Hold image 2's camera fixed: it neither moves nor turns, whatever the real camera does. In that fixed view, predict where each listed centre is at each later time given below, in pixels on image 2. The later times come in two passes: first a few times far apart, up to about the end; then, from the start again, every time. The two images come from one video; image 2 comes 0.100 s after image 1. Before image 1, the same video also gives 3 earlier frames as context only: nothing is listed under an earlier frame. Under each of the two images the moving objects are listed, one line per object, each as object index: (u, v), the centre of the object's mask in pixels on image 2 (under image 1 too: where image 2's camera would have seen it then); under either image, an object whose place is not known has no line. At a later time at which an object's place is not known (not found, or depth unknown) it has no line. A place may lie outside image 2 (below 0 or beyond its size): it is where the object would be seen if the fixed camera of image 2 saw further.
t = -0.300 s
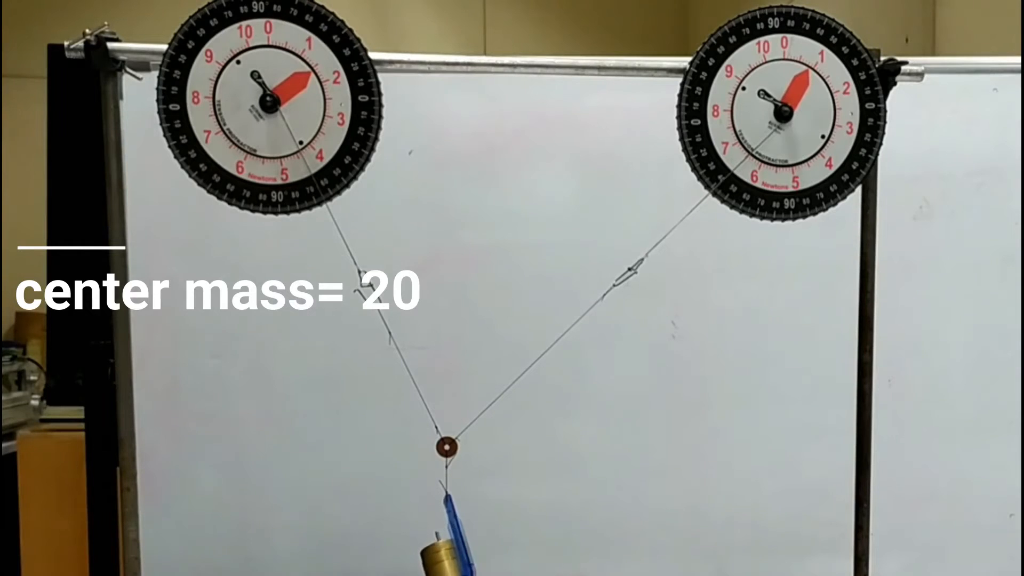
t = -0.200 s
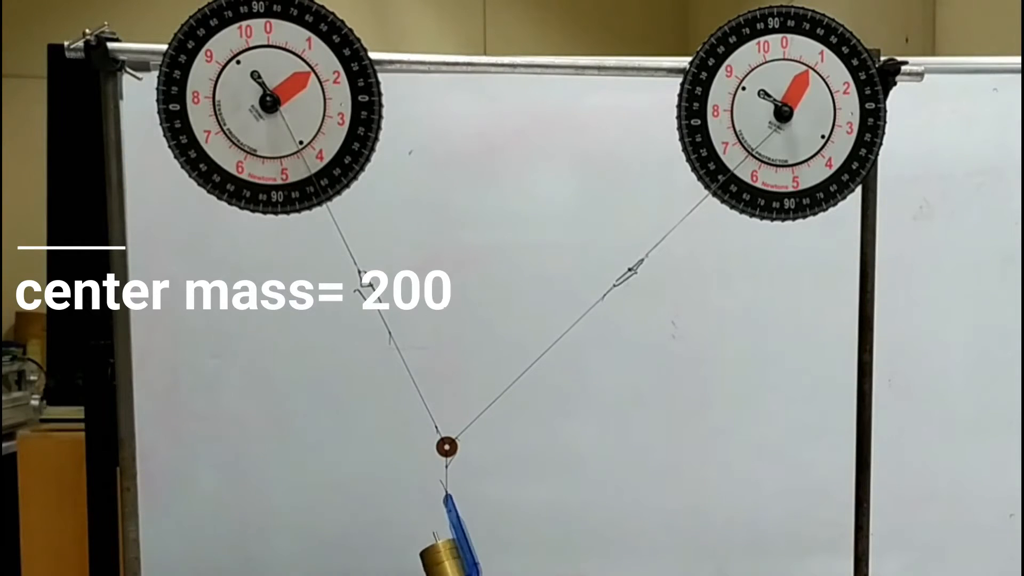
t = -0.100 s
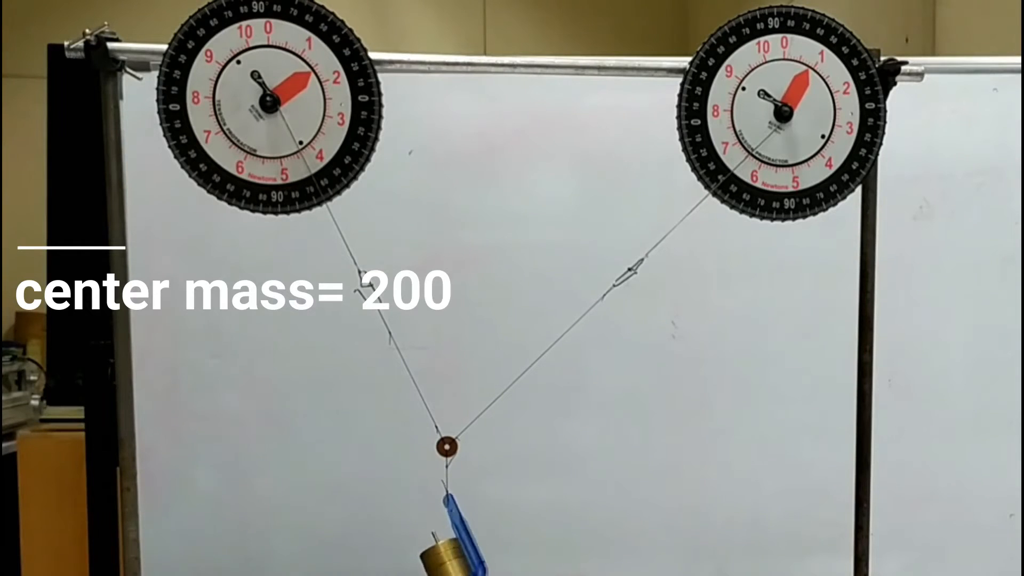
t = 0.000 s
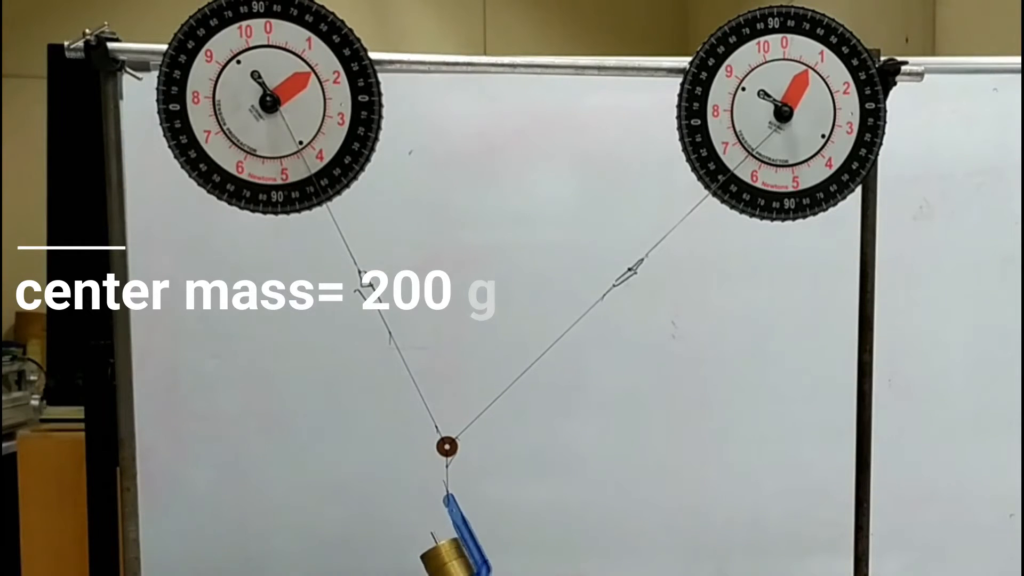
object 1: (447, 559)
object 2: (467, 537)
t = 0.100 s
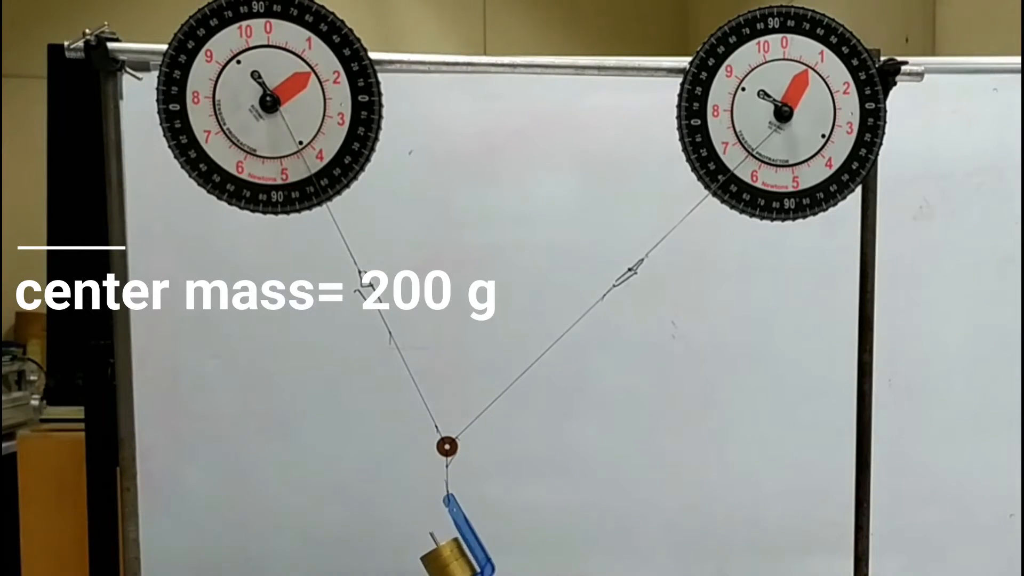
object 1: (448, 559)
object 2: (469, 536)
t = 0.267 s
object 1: (446, 559)
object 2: (469, 536)
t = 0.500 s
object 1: (445, 559)
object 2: (466, 535)
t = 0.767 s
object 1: (447, 558)
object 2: (451, 519)
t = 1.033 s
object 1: (449, 558)
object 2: (433, 531)
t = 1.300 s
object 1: (450, 559)
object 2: (426, 536)
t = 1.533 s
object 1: (451, 559)
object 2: (432, 538)
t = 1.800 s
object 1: (439, 558)
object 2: (455, 540)
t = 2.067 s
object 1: (446, 560)
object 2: (469, 536)
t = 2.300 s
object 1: (445, 558)
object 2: (459, 529)
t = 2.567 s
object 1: (451, 558)
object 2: (434, 532)
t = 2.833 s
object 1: (449, 559)
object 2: (428, 538)
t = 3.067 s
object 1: (446, 558)
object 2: (453, 540)
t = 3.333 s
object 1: (445, 560)
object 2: (469, 536)
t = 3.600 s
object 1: (448, 558)
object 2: (448, 517)
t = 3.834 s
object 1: (450, 559)
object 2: (426, 537)
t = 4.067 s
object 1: (453, 559)
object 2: (434, 538)
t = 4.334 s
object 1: (445, 559)
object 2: (465, 538)
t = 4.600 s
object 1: (445, 558)
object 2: (463, 533)
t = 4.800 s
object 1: (449, 557)
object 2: (442, 518)
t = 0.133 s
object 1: (448, 559)
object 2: (470, 536)
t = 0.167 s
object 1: (448, 560)
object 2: (470, 536)
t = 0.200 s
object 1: (447, 560)
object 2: (470, 536)
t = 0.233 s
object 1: (447, 560)
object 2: (469, 536)
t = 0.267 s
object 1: (446, 559)
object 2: (469, 536)
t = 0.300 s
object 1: (446, 559)
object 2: (469, 535)
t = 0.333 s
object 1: (445, 559)
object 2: (468, 535)
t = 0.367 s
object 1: (445, 559)
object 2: (468, 535)
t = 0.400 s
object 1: (444, 559)
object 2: (467, 535)
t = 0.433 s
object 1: (444, 559)
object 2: (467, 535)
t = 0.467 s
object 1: (445, 559)
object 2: (466, 535)
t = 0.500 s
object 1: (445, 559)
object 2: (466, 535)
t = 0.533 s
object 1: (445, 558)
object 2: (465, 535)
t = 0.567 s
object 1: (446, 558)
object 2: (464, 534)
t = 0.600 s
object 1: (446, 558)
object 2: (463, 533)
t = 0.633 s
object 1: (446, 558)
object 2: (461, 531)
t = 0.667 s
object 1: (447, 558)
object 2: (459, 528)
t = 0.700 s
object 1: (447, 558)
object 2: (456, 524)
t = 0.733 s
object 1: (447, 558)
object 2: (452, 519)
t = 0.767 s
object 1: (447, 558)
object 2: (451, 519)
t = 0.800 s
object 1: (447, 558)
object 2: (449, 518)
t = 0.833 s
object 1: (447, 558)
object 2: (447, 518)
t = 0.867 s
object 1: (447, 558)
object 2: (446, 518)
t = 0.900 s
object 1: (447, 558)
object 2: (444, 518)
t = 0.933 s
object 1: (447, 558)
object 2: (442, 518)
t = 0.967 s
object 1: (448, 558)
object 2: (441, 518)
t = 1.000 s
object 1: (448, 558)
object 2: (436, 527)
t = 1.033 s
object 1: (449, 558)
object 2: (433, 531)
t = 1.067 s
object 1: (449, 558)
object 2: (431, 534)
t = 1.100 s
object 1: (450, 558)
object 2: (430, 535)
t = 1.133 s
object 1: (450, 558)
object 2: (429, 535)
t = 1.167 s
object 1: (450, 558)
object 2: (428, 535)
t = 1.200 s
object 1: (450, 559)
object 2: (427, 535)
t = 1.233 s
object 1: (450, 559)
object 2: (426, 535)
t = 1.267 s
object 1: (450, 559)
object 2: (426, 535)
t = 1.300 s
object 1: (450, 559)
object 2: (426, 536)
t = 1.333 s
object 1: (450, 560)
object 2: (426, 535)
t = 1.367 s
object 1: (449, 560)
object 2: (427, 536)
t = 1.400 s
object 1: (449, 560)
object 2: (427, 536)
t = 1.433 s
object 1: (450, 559)
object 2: (428, 536)
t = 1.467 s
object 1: (450, 559)
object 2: (429, 538)
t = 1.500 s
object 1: (450, 559)
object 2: (430, 538)
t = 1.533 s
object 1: (451, 559)
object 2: (432, 538)
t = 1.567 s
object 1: (453, 559)
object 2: (434, 538)
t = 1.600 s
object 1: (454, 558)
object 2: (436, 539)
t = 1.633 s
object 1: (455, 558)
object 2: (439, 538)
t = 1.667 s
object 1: (449, 558)
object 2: (443, 538)
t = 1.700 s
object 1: (451, 559)
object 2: (446, 539)
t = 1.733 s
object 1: (445, 559)
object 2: (449, 539)
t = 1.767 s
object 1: (445, 558)
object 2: (452, 539)
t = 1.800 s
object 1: (439, 558)
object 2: (455, 540)
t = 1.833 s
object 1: (441, 559)
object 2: (459, 539)
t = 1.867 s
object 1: (443, 559)
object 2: (461, 538)
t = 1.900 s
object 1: (444, 559)
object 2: (464, 538)
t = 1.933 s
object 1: (446, 559)
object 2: (466, 537)
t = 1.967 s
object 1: (446, 560)
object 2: (467, 537)
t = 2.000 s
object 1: (447, 560)
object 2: (468, 536)
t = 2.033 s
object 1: (447, 560)
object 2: (469, 536)
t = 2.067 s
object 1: (446, 560)
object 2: (469, 536)
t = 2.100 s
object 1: (446, 560)
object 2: (469, 536)
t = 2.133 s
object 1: (445, 559)
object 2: (468, 535)
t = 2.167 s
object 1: (445, 559)
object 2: (467, 535)
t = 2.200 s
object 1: (444, 559)
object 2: (466, 535)
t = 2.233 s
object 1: (444, 558)
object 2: (464, 535)
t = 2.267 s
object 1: (444, 558)
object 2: (462, 533)
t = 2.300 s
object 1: (445, 558)
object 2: (459, 529)
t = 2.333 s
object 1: (445, 558)
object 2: (455, 524)
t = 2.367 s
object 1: (446, 558)
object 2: (451, 518)
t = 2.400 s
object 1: (447, 558)
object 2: (449, 518)
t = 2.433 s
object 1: (448, 557)
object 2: (447, 518)
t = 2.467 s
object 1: (449, 557)
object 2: (445, 518)
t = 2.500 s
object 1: (449, 557)
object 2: (443, 518)
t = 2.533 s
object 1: (450, 558)
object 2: (437, 527)
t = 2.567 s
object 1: (451, 558)
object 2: (434, 532)
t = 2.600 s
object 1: (451, 558)
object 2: (431, 536)
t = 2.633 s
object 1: (450, 558)
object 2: (428, 537)
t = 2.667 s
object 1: (450, 559)
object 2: (426, 536)
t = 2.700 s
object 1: (449, 559)
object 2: (425, 536)
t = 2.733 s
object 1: (448, 560)
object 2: (425, 536)
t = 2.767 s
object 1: (448, 561)
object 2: (425, 536)
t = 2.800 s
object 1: (448, 560)
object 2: (427, 537)
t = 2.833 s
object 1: (449, 559)
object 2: (428, 538)
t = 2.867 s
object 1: (450, 559)
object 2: (431, 538)
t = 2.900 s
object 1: (453, 558)
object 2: (434, 539)
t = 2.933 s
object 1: (454, 558)
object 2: (437, 539)
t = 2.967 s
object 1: (452, 558)
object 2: (441, 538)
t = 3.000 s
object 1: (450, 559)
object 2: (445, 540)
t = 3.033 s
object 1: (446, 559)
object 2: (449, 540)
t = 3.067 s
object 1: (446, 558)
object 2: (453, 540)
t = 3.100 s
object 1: (440, 558)
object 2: (457, 540)
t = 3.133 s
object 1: (442, 558)
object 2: (460, 539)
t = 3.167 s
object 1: (444, 559)
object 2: (463, 538)
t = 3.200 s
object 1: (446, 559)
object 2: (465, 538)
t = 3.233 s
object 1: (446, 560)
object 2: (467, 537)
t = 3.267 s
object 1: (446, 560)
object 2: (468, 536)
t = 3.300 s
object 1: (446, 560)
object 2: (468, 536)
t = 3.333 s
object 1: (445, 560)
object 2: (469, 536)
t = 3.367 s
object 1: (445, 559)
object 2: (468, 535)
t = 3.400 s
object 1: (445, 559)
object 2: (467, 535)
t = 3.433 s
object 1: (445, 558)
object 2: (466, 535)
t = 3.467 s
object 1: (445, 558)
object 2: (463, 533)
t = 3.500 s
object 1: (445, 558)
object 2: (460, 530)
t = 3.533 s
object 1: (446, 558)
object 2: (455, 524)
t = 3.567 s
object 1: (447, 558)
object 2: (451, 518)
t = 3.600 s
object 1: (448, 558)
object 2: (448, 517)
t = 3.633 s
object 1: (449, 557)
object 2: (446, 517)
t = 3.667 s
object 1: (449, 557)
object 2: (443, 518)
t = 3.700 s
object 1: (450, 558)
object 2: (439, 525)
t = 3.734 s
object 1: (451, 558)
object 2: (434, 532)
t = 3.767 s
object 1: (451, 558)
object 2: (430, 536)
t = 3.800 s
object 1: (450, 559)
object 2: (428, 537)
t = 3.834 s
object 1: (450, 559)
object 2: (426, 537)
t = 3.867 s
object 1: (449, 560)
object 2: (425, 536)
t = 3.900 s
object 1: (449, 560)
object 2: (425, 536)
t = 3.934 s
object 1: (448, 561)
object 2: (426, 539)
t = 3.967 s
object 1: (448, 560)
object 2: (427, 538)
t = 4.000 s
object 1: (449, 560)
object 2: (428, 538)
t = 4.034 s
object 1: (450, 559)
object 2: (431, 538)
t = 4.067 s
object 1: (453, 559)
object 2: (434, 538)
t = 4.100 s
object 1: (455, 558)
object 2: (437, 539)
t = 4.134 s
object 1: (451, 558)
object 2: (442, 539)
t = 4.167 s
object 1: (451, 559)
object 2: (446, 539)
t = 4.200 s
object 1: (446, 559)
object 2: (450, 539)
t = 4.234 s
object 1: (438, 558)
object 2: (454, 539)
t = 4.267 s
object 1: (442, 559)
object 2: (459, 539)
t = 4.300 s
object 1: (443, 559)
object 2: (462, 539)
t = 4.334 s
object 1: (445, 559)
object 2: (465, 538)
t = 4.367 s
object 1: (446, 560)
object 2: (467, 537)
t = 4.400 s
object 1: (447, 560)
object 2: (468, 536)
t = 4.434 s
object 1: (447, 561)
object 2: (469, 536)
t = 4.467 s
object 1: (446, 560)
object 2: (469, 536)
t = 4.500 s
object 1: (445, 559)
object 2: (469, 536)
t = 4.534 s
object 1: (445, 559)
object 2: (467, 535)
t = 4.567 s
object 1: (445, 558)
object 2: (465, 535)
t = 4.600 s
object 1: (445, 558)
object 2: (463, 533)
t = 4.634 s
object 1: (445, 558)
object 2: (459, 529)
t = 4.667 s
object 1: (446, 558)
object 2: (453, 521)
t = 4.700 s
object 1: (446, 558)
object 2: (449, 518)
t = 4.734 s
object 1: (447, 558)
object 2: (447, 518)
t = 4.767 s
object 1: (448, 557)
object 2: (444, 518)
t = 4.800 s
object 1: (449, 557)
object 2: (442, 518)
